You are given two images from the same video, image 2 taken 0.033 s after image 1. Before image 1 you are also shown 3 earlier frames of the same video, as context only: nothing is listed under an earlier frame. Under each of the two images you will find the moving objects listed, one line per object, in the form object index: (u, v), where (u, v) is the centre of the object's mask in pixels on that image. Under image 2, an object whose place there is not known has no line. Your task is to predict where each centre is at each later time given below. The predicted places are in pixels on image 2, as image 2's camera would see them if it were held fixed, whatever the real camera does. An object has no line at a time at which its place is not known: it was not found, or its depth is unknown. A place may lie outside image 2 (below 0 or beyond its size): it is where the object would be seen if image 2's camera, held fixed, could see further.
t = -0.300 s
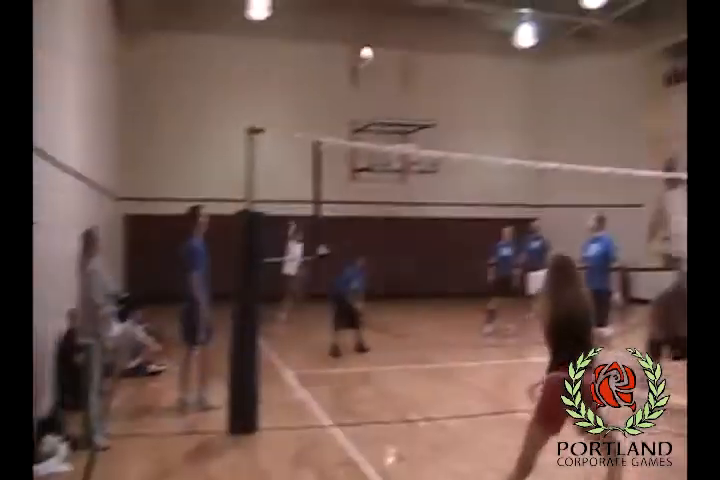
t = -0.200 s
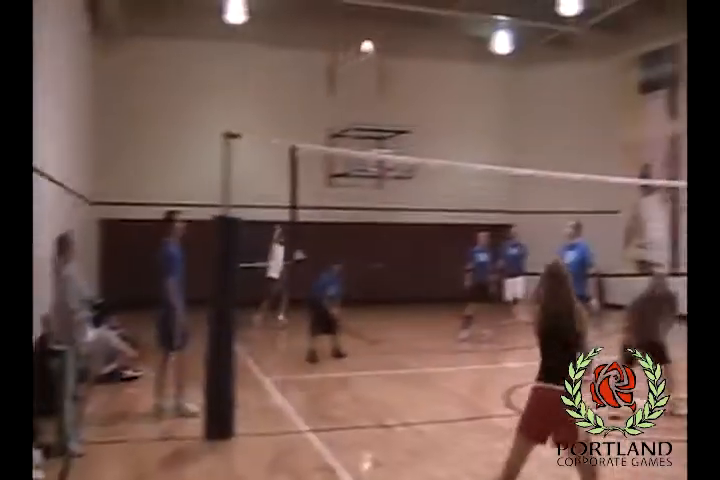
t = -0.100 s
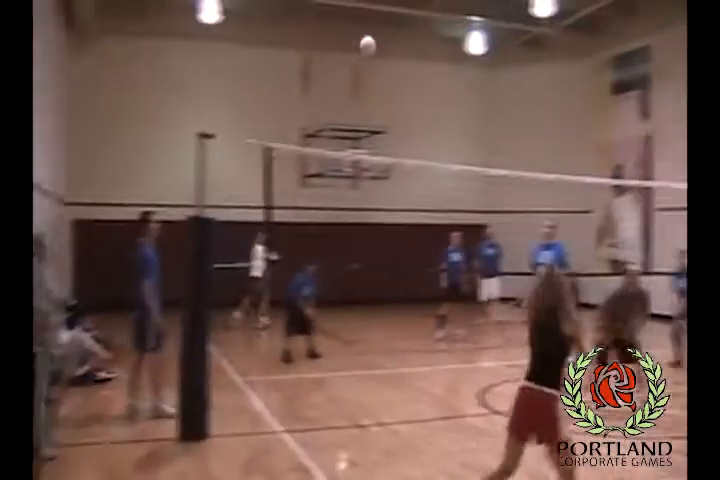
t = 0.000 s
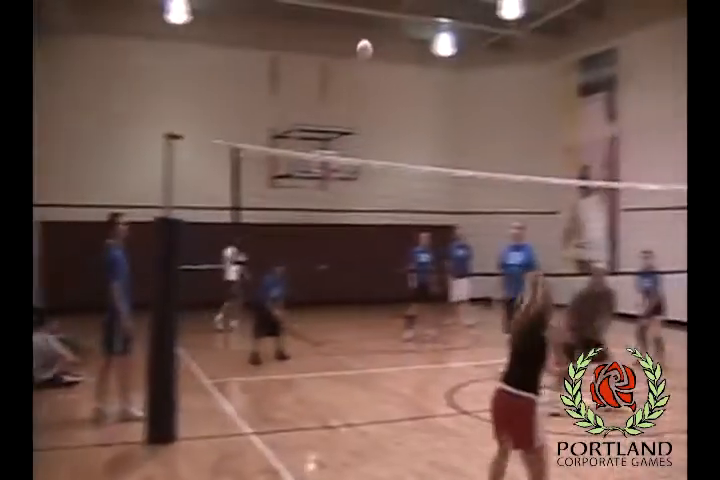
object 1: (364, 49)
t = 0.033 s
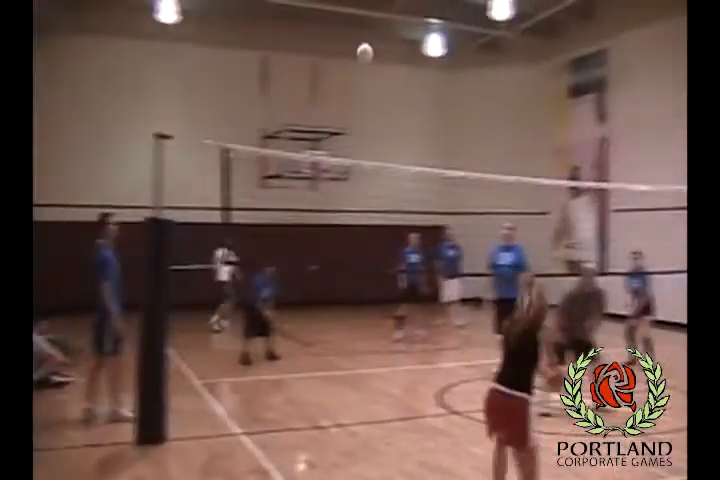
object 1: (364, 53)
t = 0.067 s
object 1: (375, 56)
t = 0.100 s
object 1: (385, 60)
